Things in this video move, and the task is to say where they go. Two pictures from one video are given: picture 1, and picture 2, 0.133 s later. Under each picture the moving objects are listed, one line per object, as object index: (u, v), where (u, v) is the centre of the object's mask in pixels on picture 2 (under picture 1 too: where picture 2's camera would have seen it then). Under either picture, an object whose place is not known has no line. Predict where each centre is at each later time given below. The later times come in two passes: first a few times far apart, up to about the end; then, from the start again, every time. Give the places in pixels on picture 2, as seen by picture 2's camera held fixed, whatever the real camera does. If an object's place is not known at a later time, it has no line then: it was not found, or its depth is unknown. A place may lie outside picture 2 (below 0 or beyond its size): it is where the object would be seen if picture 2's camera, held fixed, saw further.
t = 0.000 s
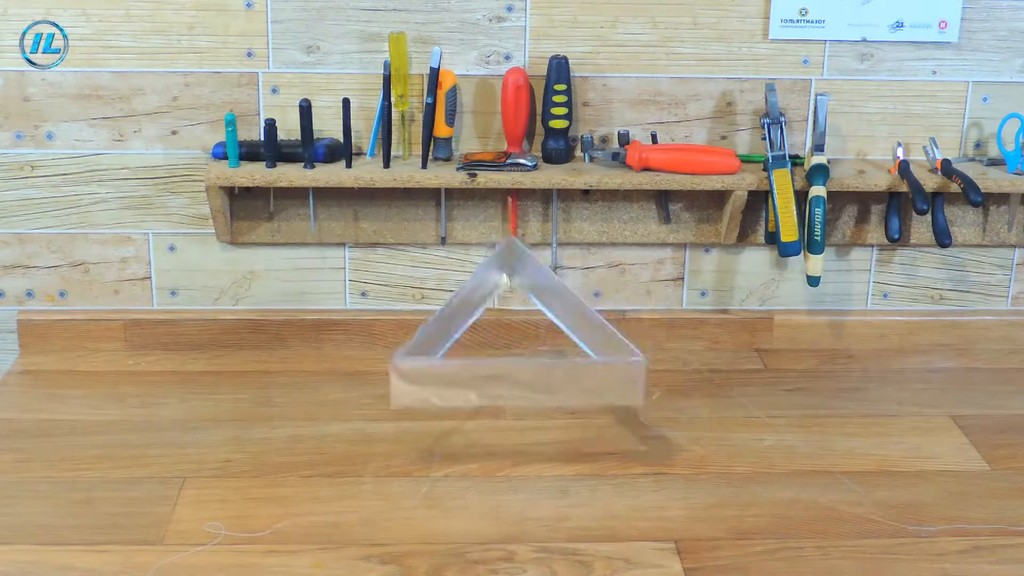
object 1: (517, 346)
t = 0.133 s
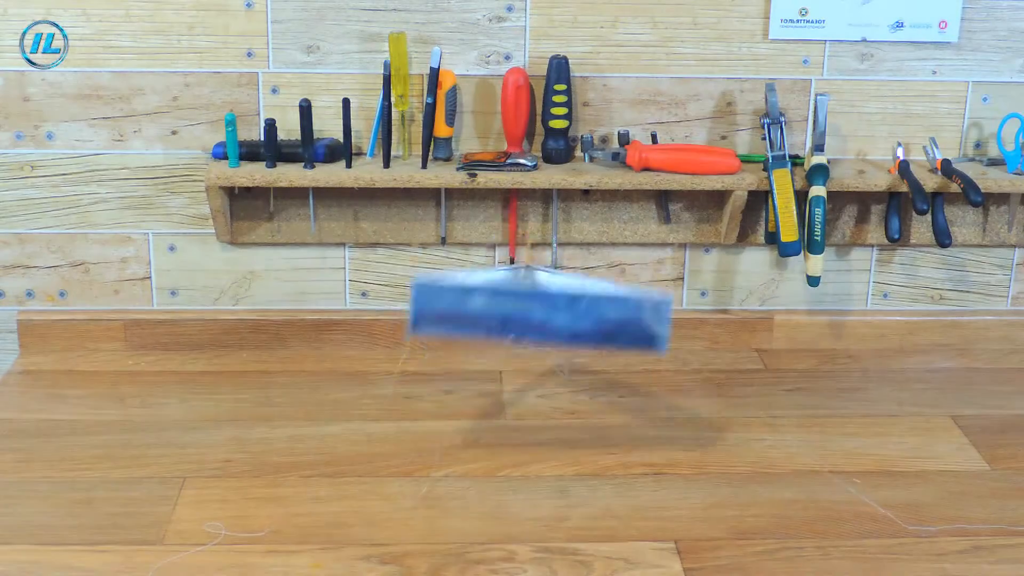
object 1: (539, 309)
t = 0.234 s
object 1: (548, 308)
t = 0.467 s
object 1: (515, 342)
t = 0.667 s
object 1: (534, 316)
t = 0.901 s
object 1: (515, 340)
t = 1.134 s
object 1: (524, 334)
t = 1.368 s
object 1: (541, 317)
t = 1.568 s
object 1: (510, 353)
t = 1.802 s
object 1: (539, 312)
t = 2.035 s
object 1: (517, 340)
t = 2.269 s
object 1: (532, 325)
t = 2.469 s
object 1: (539, 314)
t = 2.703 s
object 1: (512, 348)
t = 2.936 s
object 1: (540, 310)
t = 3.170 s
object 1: (514, 342)
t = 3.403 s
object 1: (536, 309)
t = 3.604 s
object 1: (527, 326)
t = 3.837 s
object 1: (538, 306)
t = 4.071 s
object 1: (530, 316)
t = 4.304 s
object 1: (537, 304)
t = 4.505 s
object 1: (533, 308)
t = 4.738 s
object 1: (541, 299)
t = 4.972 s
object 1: (544, 294)
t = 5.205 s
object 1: (548, 287)
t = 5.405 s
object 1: (548, 288)
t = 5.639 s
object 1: (548, 289)
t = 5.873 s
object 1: (548, 288)
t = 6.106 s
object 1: (548, 288)
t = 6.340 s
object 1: (548, 288)
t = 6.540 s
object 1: (548, 287)
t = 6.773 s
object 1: (548, 288)
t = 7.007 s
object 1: (548, 288)
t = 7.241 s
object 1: (548, 287)
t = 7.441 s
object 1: (547, 288)
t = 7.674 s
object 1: (548, 288)
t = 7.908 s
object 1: (548, 288)
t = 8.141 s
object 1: (548, 287)
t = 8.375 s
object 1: (548, 288)
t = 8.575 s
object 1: (548, 288)
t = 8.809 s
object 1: (548, 288)
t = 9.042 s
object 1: (548, 288)
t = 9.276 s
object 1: (549, 287)
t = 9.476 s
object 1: (548, 287)
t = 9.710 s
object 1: (548, 288)
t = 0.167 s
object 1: (546, 302)
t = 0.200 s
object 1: (547, 305)
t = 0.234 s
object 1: (548, 308)
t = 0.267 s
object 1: (545, 310)
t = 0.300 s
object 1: (540, 315)
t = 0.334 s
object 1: (535, 322)
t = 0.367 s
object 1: (529, 329)
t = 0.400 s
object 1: (521, 335)
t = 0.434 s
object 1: (517, 340)
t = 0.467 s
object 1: (515, 342)
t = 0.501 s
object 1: (517, 340)
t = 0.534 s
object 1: (522, 336)
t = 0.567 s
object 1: (530, 328)
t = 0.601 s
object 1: (538, 320)
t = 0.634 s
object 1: (536, 319)
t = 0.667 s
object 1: (534, 316)
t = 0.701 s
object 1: (535, 315)
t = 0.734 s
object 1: (538, 316)
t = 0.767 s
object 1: (537, 316)
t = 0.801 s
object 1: (534, 319)
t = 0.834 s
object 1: (529, 323)
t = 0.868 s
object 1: (521, 331)
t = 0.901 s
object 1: (515, 340)
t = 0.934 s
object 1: (510, 348)
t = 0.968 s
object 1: (507, 354)
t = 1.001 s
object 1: (506, 357)
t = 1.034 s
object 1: (506, 358)
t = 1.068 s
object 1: (511, 353)
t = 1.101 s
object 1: (516, 346)
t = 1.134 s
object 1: (524, 334)
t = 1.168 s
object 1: (534, 319)
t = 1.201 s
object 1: (538, 311)
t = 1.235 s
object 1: (542, 312)
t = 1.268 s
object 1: (545, 312)
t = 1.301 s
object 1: (546, 313)
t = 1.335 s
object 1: (544, 315)
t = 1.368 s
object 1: (541, 317)
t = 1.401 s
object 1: (535, 320)
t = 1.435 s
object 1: (529, 329)
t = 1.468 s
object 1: (520, 336)
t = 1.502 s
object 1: (515, 343)
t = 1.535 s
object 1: (511, 350)
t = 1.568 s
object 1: (510, 353)
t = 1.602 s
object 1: (510, 351)
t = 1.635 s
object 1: (514, 347)
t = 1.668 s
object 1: (520, 340)
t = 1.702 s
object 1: (529, 328)
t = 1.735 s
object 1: (537, 315)
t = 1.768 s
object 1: (536, 313)
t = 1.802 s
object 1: (539, 312)
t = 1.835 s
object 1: (542, 313)
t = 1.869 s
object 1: (541, 315)
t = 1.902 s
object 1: (540, 317)
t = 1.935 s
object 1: (536, 320)
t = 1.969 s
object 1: (530, 324)
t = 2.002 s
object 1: (522, 333)
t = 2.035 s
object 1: (517, 340)
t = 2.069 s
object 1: (511, 347)
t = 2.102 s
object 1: (509, 353)
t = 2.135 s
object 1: (508, 355)
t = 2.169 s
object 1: (510, 353)
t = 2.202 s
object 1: (515, 347)
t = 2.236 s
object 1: (523, 337)
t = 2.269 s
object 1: (532, 325)
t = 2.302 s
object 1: (535, 316)
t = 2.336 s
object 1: (534, 313)
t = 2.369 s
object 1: (537, 312)
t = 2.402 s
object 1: (540, 312)
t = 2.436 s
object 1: (541, 313)
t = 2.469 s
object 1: (539, 314)
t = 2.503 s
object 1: (534, 319)
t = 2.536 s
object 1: (528, 327)
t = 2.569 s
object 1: (521, 335)
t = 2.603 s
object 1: (516, 342)
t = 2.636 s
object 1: (511, 346)
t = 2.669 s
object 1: (511, 349)
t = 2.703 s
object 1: (512, 348)
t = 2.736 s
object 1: (516, 343)
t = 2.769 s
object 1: (524, 335)
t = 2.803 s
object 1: (533, 324)
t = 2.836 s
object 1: (538, 316)
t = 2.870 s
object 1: (537, 313)
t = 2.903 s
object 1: (536, 308)
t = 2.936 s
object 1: (540, 310)
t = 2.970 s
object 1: (541, 312)
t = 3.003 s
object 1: (537, 316)
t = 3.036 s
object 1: (533, 323)
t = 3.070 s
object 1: (527, 330)
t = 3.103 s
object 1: (521, 336)
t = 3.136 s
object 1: (517, 340)
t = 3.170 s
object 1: (514, 342)
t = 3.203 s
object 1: (516, 341)
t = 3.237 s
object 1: (519, 338)
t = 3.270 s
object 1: (526, 331)
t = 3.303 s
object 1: (536, 321)
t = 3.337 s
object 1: (539, 317)
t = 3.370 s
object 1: (540, 314)
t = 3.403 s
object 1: (536, 309)
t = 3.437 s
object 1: (538, 307)
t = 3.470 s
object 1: (540, 310)
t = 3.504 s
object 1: (540, 313)
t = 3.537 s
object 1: (535, 317)
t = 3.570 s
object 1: (533, 324)
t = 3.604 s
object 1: (527, 326)
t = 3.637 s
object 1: (524, 327)
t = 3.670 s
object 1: (522, 325)
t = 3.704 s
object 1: (523, 323)
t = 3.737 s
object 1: (528, 318)
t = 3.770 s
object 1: (534, 312)
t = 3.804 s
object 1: (539, 305)
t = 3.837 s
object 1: (538, 306)
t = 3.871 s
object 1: (538, 304)
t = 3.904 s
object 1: (540, 306)
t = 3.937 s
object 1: (541, 307)
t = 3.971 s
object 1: (539, 308)
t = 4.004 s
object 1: (536, 311)
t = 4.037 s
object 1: (533, 314)
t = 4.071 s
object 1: (530, 316)
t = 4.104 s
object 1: (529, 317)
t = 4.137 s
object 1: (528, 316)
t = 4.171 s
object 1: (530, 313)
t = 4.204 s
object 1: (536, 308)
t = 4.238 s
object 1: (540, 303)
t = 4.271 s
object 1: (537, 304)
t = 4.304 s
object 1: (537, 304)
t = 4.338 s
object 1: (538, 304)
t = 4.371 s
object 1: (539, 305)
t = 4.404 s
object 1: (539, 306)
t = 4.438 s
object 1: (537, 306)
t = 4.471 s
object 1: (535, 307)
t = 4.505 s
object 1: (533, 308)
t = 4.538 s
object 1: (534, 309)
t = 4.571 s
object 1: (534, 307)
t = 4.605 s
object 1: (536, 304)
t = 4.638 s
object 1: (540, 298)
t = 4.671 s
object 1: (541, 296)
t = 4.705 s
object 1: (540, 298)
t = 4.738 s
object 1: (541, 299)
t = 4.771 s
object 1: (541, 299)
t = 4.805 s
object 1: (542, 300)
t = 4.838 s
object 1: (542, 301)
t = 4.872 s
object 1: (541, 301)
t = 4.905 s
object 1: (542, 300)
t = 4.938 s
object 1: (543, 298)
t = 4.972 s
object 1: (544, 294)
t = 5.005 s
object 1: (546, 293)
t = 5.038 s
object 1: (544, 295)
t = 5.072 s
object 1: (543, 296)
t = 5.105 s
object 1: (543, 295)
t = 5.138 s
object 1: (544, 293)
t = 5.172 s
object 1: (546, 291)
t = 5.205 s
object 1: (548, 287)
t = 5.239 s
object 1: (548, 289)
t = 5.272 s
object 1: (547, 290)
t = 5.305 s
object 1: (548, 289)
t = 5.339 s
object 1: (549, 288)
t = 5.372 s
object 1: (549, 287)
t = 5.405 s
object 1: (548, 288)
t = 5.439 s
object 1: (548, 288)
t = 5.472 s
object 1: (548, 288)
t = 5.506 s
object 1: (548, 288)
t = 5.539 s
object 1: (548, 288)
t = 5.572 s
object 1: (548, 289)
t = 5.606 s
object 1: (548, 288)
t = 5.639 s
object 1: (548, 289)
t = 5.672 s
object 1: (548, 288)
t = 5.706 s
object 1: (548, 288)
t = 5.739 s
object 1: (548, 288)
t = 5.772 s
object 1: (548, 288)
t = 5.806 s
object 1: (548, 288)
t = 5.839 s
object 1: (548, 288)
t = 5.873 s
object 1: (548, 288)
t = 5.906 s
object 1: (548, 288)
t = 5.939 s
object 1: (548, 288)
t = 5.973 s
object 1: (548, 288)
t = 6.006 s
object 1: (548, 288)
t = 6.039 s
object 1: (548, 288)
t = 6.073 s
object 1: (548, 288)
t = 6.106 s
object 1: (548, 288)
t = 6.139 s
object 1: (548, 288)
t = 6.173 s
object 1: (548, 289)
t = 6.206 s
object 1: (548, 289)
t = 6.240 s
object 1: (548, 289)
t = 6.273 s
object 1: (548, 289)
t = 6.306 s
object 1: (548, 288)
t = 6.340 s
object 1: (548, 288)
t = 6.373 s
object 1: (548, 288)
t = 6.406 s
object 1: (548, 288)
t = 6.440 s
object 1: (548, 288)
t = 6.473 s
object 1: (548, 288)
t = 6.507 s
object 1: (548, 287)
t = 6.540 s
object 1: (548, 287)
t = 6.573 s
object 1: (548, 288)
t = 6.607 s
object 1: (547, 288)
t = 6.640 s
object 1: (547, 287)
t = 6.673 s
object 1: (547, 288)
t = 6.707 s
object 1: (547, 287)
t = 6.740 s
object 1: (548, 288)
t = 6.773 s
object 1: (548, 288)
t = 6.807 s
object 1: (548, 288)
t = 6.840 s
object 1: (548, 288)
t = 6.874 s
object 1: (548, 288)
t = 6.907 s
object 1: (548, 288)
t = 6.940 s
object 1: (548, 288)
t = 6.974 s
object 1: (548, 288)
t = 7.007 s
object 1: (548, 288)
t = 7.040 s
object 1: (548, 288)
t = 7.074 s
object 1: (548, 288)
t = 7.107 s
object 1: (548, 288)
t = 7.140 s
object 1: (548, 288)
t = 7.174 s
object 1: (548, 288)
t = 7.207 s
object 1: (548, 288)
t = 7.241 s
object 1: (548, 287)
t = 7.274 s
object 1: (548, 287)
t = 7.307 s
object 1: (548, 287)
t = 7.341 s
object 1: (548, 288)
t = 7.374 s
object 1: (548, 287)
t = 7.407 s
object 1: (547, 288)
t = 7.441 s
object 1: (547, 288)
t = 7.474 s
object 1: (547, 288)
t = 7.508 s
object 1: (547, 288)
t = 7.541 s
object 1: (547, 288)
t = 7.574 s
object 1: (548, 288)
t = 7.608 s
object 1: (548, 288)
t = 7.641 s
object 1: (548, 288)
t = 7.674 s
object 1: (548, 288)
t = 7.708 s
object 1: (548, 288)
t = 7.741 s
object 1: (548, 288)
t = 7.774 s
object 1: (548, 288)
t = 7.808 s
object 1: (548, 288)
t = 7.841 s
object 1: (548, 288)
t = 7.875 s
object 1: (548, 288)
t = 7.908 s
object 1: (548, 288)
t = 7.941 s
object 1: (548, 288)
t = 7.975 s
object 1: (548, 288)
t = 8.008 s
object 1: (548, 288)
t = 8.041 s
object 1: (548, 288)
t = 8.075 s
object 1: (548, 287)
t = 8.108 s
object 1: (548, 287)
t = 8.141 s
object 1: (548, 287)
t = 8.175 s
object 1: (548, 287)
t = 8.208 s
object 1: (548, 287)
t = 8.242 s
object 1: (548, 287)
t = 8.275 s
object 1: (548, 288)
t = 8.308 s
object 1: (548, 288)
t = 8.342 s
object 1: (548, 288)
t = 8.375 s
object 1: (548, 288)
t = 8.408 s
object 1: (548, 288)
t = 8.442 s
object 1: (548, 288)
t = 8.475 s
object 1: (548, 288)
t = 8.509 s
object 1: (548, 288)
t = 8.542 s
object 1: (548, 288)
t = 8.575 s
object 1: (548, 288)
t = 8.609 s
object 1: (548, 288)
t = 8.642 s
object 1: (548, 288)
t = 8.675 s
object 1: (548, 288)
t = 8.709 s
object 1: (548, 288)
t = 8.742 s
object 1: (548, 288)
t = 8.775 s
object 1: (548, 288)
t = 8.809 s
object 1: (548, 288)
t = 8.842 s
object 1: (547, 288)
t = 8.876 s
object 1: (547, 288)
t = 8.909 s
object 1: (547, 288)
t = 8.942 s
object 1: (547, 288)
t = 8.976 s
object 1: (547, 288)
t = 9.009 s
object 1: (548, 288)
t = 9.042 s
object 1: (548, 288)
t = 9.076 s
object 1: (548, 288)
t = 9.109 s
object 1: (548, 288)
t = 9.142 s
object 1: (549, 287)
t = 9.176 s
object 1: (549, 287)
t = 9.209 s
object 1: (549, 287)
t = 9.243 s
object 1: (549, 287)
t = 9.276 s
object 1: (549, 287)
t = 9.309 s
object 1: (548, 288)
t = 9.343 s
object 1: (548, 288)
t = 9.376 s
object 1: (548, 288)
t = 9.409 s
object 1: (548, 287)
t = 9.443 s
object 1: (548, 287)
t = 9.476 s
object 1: (548, 287)
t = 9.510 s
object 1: (549, 287)
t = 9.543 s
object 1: (549, 287)
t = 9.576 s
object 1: (548, 287)
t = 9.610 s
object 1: (548, 287)
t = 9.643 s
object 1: (548, 287)
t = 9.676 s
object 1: (548, 288)
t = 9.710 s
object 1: (548, 288)
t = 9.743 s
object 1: (548, 288)
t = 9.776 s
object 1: (548, 288)
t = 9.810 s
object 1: (548, 288)
